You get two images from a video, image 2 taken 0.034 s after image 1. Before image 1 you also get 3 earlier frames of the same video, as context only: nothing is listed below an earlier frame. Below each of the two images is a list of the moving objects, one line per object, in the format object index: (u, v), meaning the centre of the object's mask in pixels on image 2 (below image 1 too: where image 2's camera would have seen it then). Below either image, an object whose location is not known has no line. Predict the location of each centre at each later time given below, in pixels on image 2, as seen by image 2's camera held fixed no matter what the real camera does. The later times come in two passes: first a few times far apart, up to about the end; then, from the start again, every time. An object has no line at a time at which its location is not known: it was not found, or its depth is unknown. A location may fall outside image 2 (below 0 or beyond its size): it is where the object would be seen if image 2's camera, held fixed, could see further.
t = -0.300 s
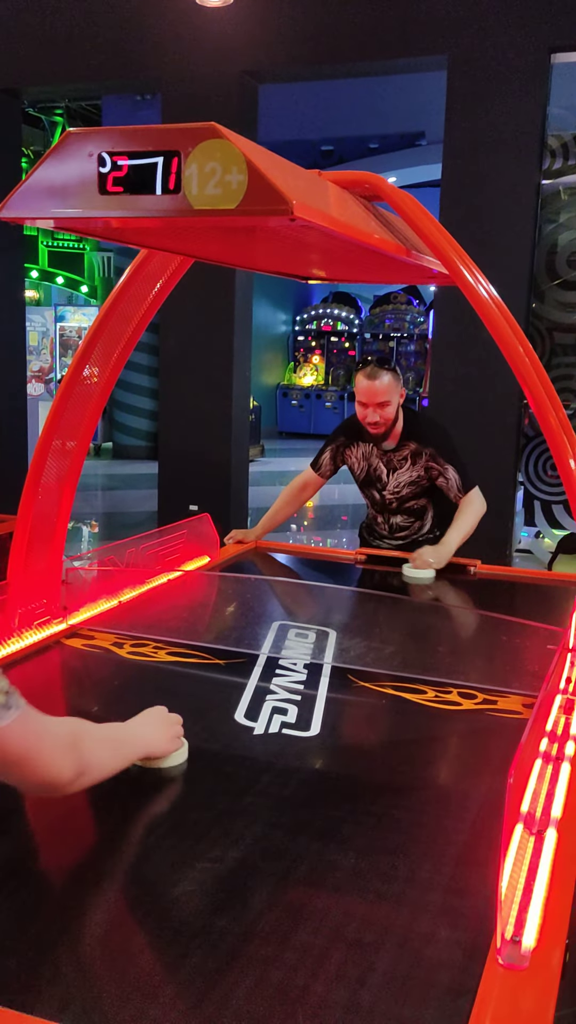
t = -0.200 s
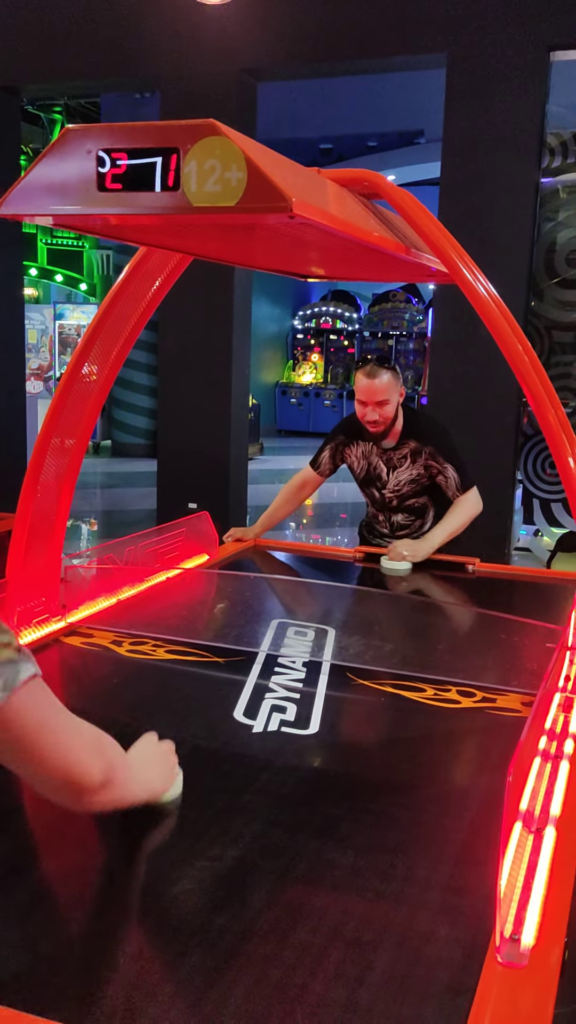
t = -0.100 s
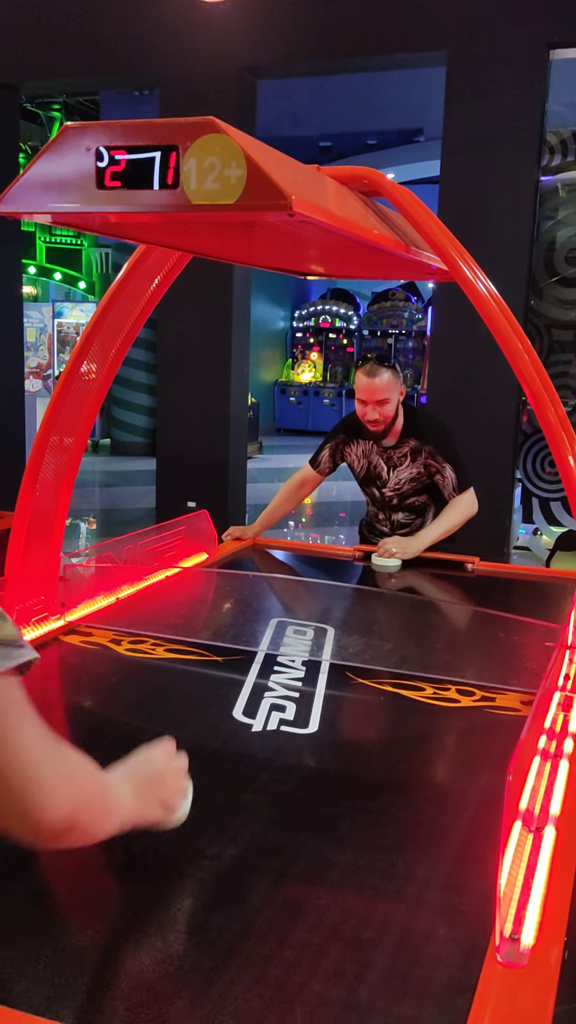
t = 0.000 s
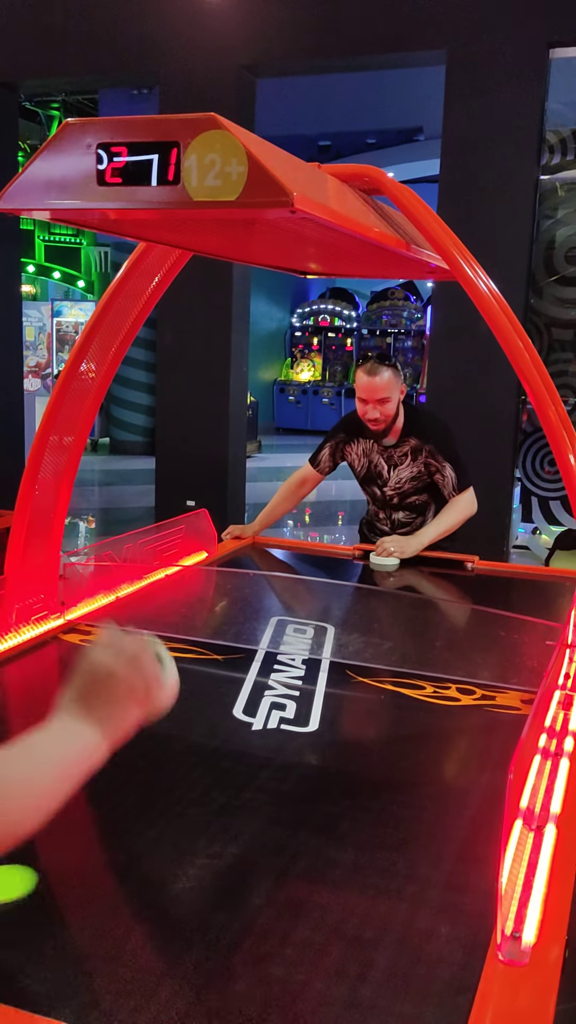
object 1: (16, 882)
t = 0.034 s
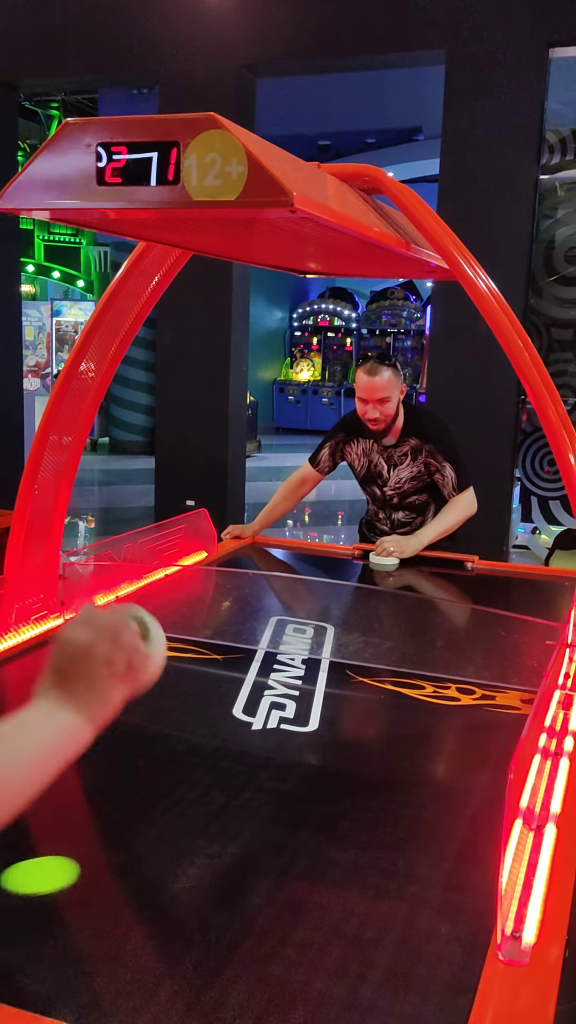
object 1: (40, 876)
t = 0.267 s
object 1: (298, 821)
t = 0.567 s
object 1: (496, 760)
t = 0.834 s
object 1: (421, 691)
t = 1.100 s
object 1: (363, 644)
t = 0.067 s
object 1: (82, 867)
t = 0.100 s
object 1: (123, 859)
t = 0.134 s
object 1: (161, 851)
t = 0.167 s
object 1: (197, 843)
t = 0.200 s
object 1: (233, 835)
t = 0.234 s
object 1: (266, 828)
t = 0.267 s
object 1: (298, 821)
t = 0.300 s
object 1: (329, 815)
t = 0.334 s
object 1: (358, 808)
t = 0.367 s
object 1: (386, 802)
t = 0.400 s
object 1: (414, 795)
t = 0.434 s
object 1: (440, 789)
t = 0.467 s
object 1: (464, 783)
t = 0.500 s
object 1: (485, 777)
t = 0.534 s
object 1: (498, 770)
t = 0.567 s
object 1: (496, 760)
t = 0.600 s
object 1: (490, 751)
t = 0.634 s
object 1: (479, 741)
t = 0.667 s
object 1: (469, 732)
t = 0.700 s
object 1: (458, 723)
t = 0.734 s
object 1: (449, 714)
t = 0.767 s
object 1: (439, 706)
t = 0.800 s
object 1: (430, 698)
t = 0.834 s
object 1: (421, 691)
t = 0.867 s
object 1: (413, 684)
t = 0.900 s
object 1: (405, 678)
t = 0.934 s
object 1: (398, 669)
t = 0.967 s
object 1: (390, 664)
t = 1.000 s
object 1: (384, 658)
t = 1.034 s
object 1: (376, 655)
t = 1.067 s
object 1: (370, 650)
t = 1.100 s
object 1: (363, 644)
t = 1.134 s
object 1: (357, 638)
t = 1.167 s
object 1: (351, 633)
